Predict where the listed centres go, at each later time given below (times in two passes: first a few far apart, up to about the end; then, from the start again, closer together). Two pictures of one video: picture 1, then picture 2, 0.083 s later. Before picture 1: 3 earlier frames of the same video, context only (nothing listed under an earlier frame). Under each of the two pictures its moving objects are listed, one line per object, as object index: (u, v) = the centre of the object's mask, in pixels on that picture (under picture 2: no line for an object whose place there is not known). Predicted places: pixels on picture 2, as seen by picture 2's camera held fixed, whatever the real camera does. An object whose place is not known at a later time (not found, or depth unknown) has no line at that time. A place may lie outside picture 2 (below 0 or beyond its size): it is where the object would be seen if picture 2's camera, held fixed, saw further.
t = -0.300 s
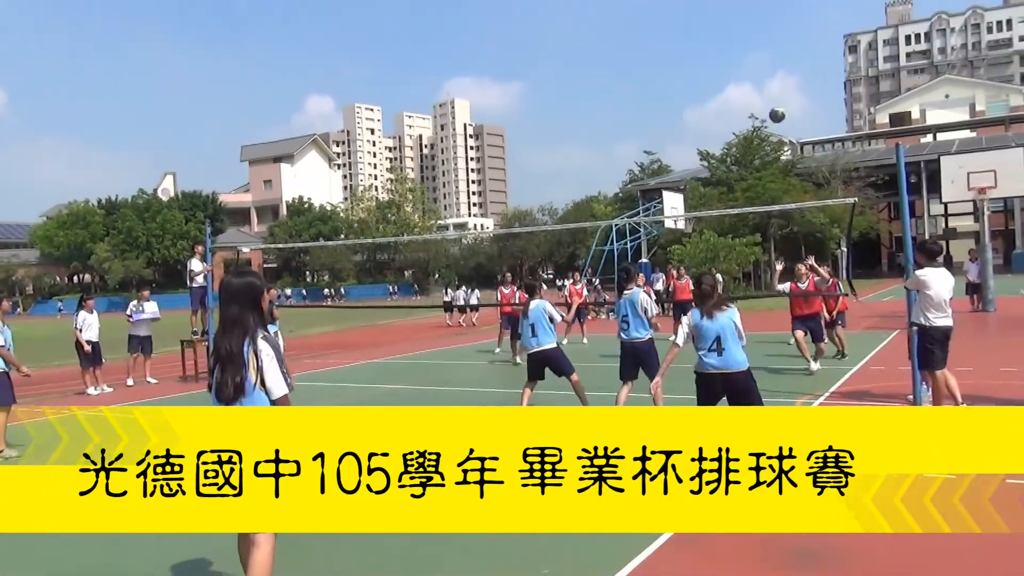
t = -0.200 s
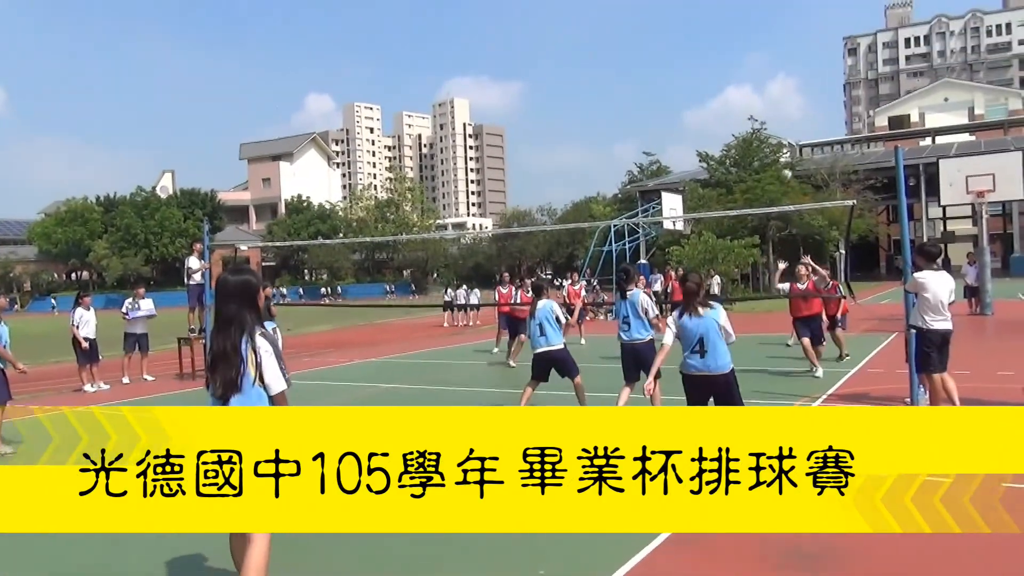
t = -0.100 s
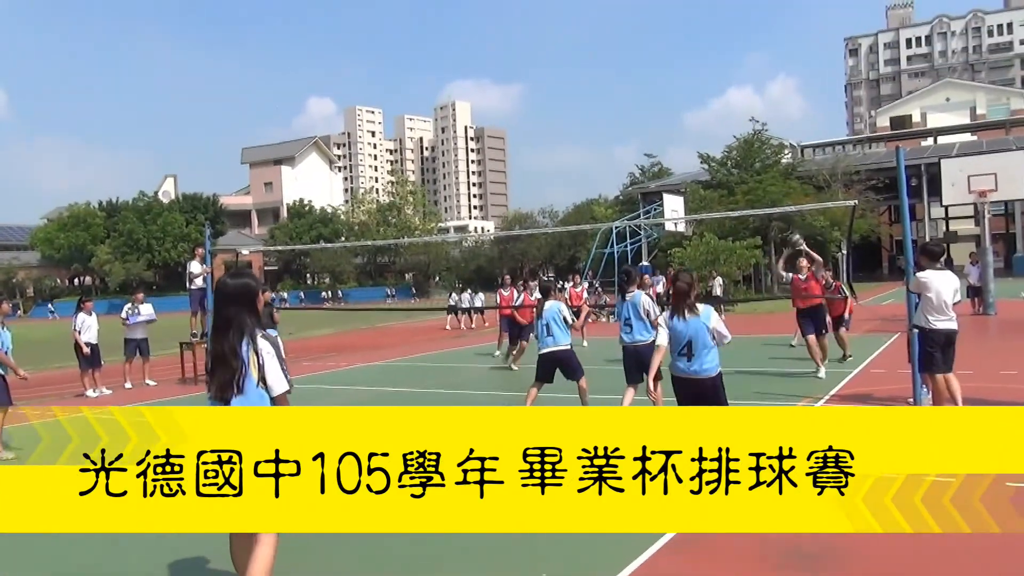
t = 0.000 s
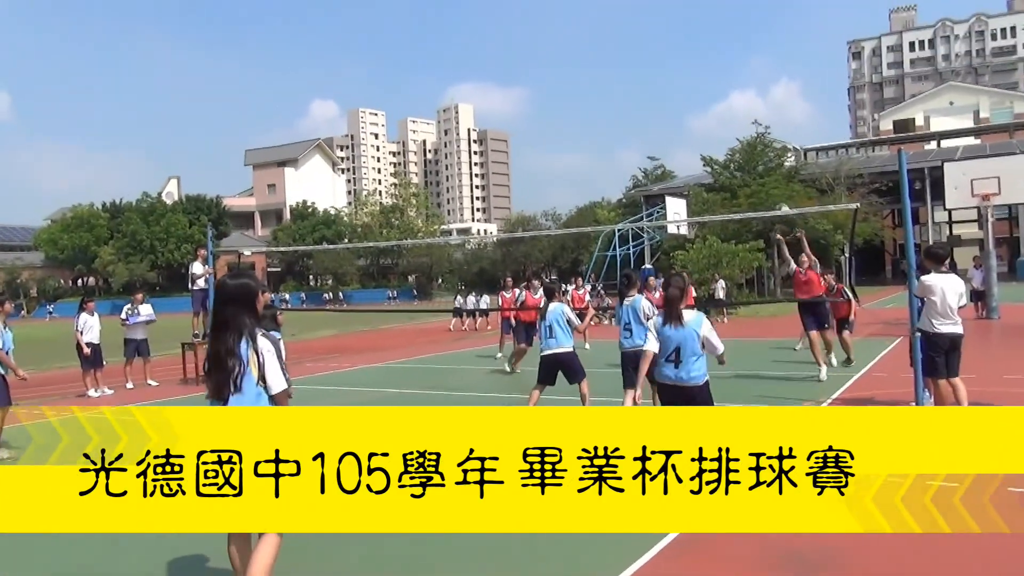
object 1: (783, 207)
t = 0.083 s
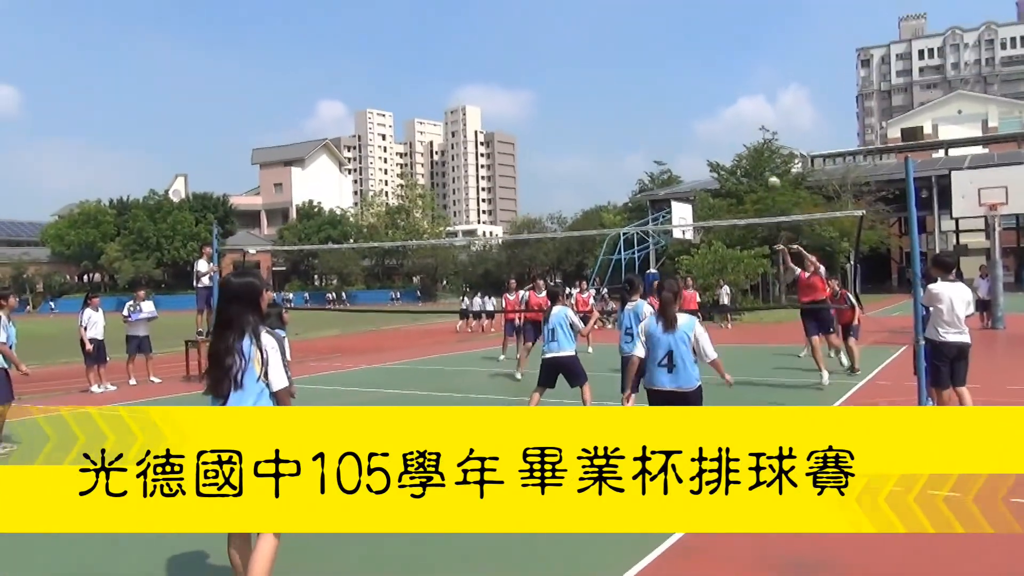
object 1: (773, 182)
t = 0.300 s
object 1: (730, 115)
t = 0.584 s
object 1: (668, 76)
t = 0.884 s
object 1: (593, 115)
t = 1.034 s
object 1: (549, 174)
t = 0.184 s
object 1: (751, 147)
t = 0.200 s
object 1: (749, 143)
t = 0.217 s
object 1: (746, 138)
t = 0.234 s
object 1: (743, 134)
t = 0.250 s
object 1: (740, 128)
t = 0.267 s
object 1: (736, 124)
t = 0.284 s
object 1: (733, 119)
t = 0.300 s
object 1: (730, 115)
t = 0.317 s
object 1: (726, 112)
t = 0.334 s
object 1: (723, 108)
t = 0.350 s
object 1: (720, 104)
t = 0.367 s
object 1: (717, 100)
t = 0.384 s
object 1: (713, 97)
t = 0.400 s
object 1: (710, 94)
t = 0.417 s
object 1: (706, 91)
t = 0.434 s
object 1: (703, 89)
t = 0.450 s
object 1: (699, 86)
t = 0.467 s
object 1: (696, 84)
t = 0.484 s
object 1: (692, 82)
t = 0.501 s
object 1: (688, 81)
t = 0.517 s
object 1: (684, 79)
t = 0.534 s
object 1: (680, 78)
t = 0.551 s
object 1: (676, 78)
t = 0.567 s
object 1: (672, 77)
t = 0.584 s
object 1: (668, 76)
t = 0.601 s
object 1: (665, 76)
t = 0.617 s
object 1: (661, 76)
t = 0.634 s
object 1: (657, 76)
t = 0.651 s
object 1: (653, 77)
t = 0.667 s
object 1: (649, 78)
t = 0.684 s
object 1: (645, 78)
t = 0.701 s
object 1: (641, 80)
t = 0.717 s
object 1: (637, 81)
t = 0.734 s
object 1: (633, 83)
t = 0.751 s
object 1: (629, 85)
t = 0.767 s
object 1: (624, 88)
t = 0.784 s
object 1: (620, 92)
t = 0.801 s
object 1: (615, 94)
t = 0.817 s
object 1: (611, 98)
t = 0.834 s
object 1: (607, 102)
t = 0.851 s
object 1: (602, 106)
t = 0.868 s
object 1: (597, 110)
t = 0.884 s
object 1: (593, 115)
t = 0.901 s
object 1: (589, 120)
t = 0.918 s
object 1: (584, 125)
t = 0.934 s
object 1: (579, 131)
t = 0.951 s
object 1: (574, 137)
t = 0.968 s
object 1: (570, 144)
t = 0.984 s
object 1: (565, 151)
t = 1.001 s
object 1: (560, 158)
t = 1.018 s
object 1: (555, 166)
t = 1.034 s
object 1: (549, 174)
